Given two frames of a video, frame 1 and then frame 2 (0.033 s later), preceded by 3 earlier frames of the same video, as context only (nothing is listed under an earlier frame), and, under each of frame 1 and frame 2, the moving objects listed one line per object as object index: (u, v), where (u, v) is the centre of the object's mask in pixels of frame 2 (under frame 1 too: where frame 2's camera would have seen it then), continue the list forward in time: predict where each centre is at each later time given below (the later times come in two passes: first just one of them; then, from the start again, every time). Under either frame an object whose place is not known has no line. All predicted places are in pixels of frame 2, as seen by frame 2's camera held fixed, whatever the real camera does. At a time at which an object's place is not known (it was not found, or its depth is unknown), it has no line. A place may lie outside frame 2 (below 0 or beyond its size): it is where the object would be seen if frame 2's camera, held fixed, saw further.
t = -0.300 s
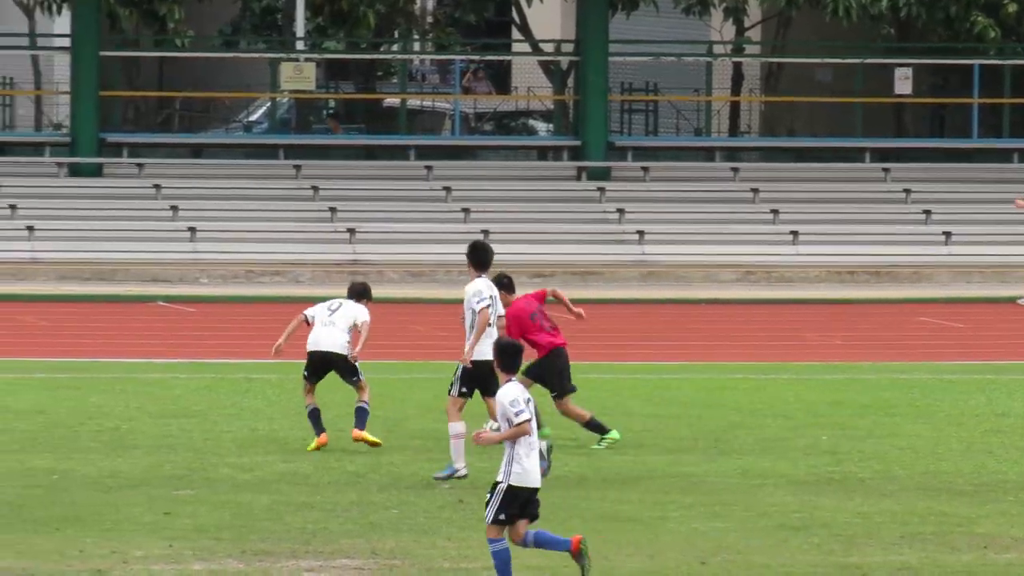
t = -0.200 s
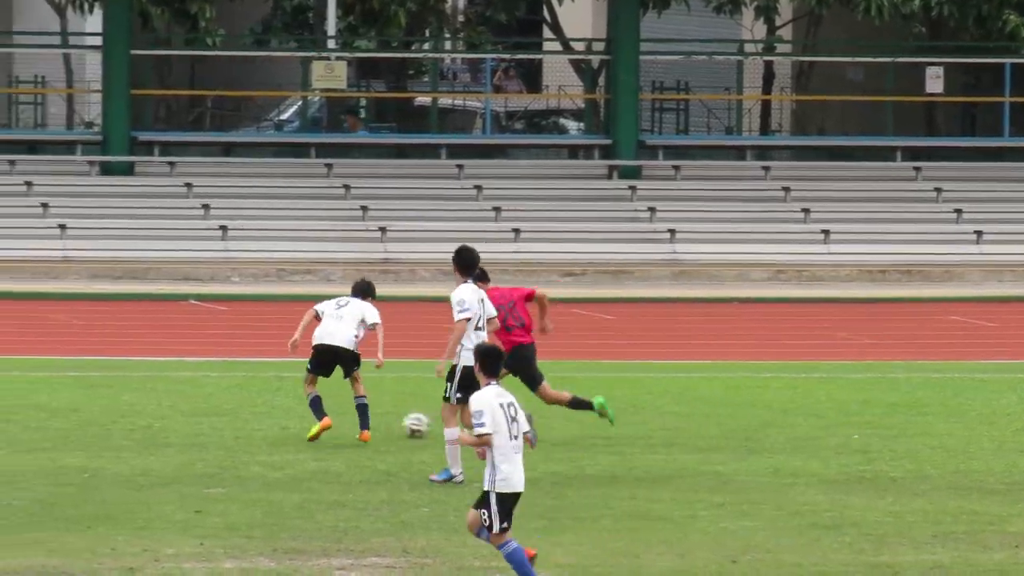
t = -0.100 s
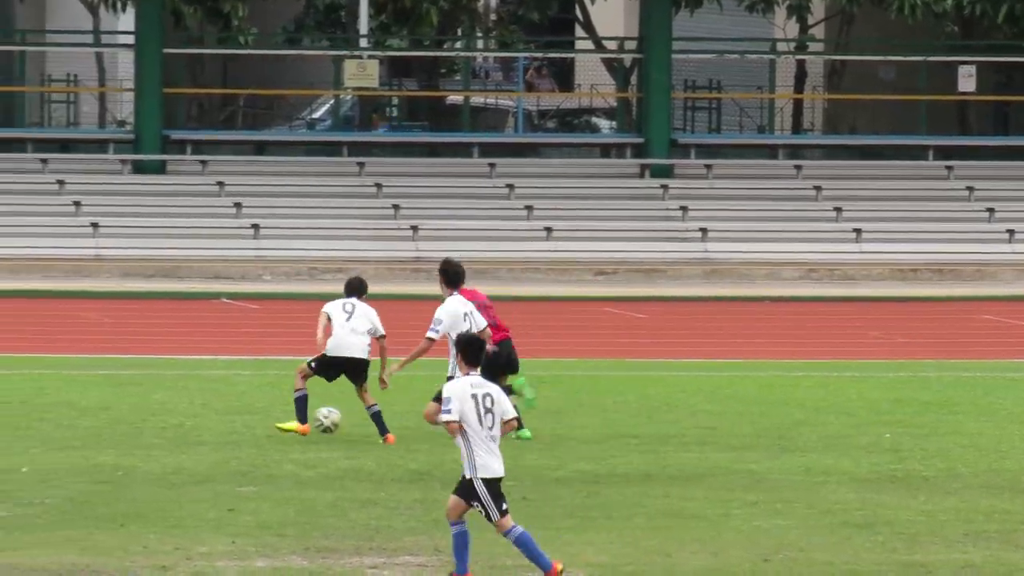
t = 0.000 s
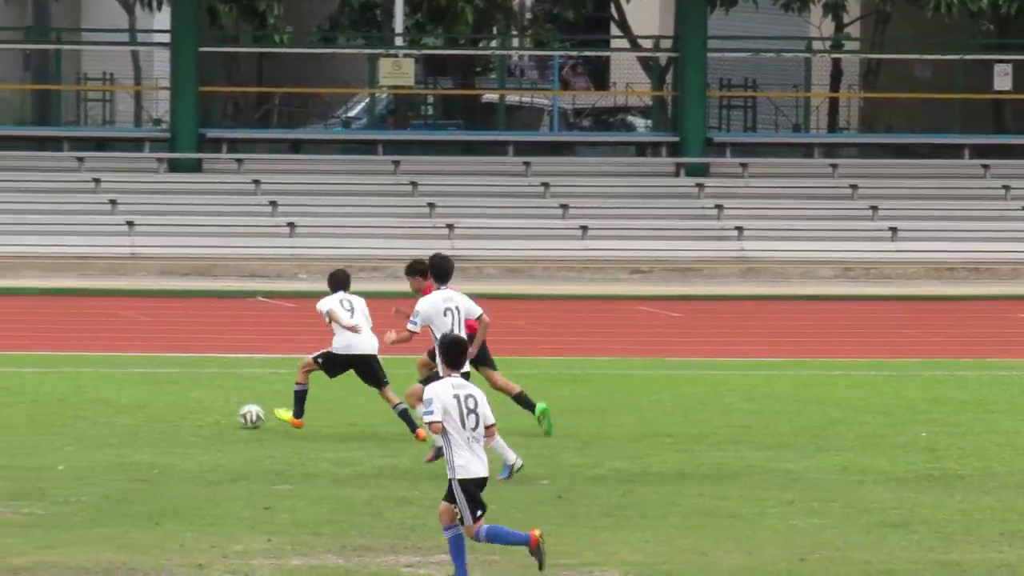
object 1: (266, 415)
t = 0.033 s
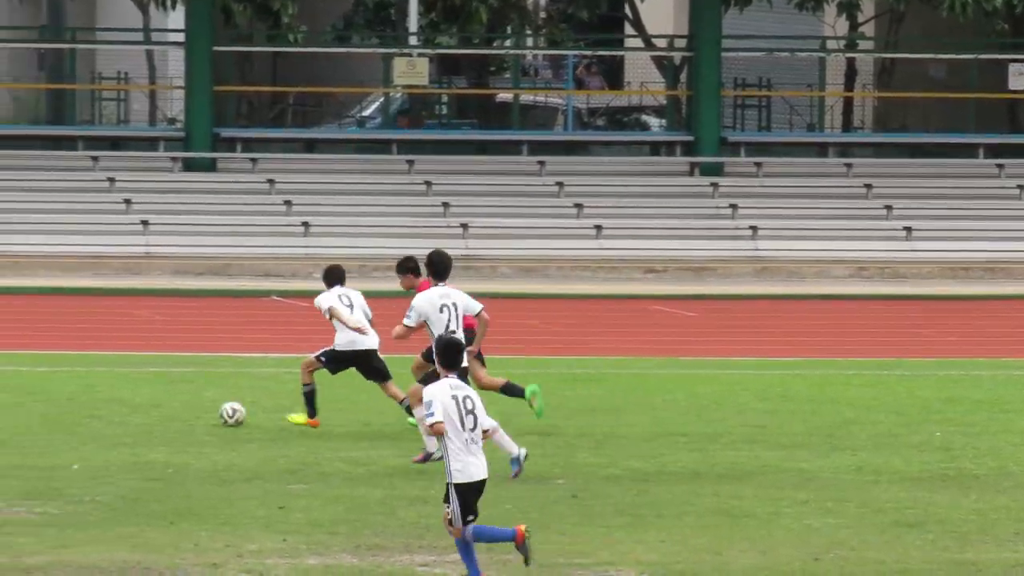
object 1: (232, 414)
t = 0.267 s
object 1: (28, 409)
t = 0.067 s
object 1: (200, 413)
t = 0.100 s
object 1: (168, 412)
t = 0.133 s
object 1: (138, 411)
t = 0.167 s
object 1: (109, 411)
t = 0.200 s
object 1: (83, 410)
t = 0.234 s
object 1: (55, 409)
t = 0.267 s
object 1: (28, 409)
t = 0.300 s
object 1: (2, 408)
